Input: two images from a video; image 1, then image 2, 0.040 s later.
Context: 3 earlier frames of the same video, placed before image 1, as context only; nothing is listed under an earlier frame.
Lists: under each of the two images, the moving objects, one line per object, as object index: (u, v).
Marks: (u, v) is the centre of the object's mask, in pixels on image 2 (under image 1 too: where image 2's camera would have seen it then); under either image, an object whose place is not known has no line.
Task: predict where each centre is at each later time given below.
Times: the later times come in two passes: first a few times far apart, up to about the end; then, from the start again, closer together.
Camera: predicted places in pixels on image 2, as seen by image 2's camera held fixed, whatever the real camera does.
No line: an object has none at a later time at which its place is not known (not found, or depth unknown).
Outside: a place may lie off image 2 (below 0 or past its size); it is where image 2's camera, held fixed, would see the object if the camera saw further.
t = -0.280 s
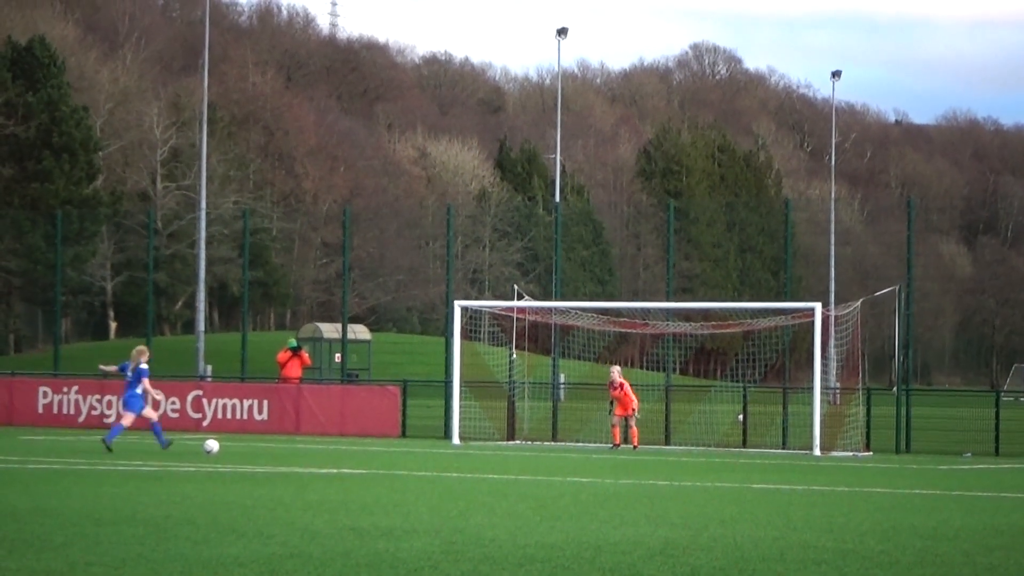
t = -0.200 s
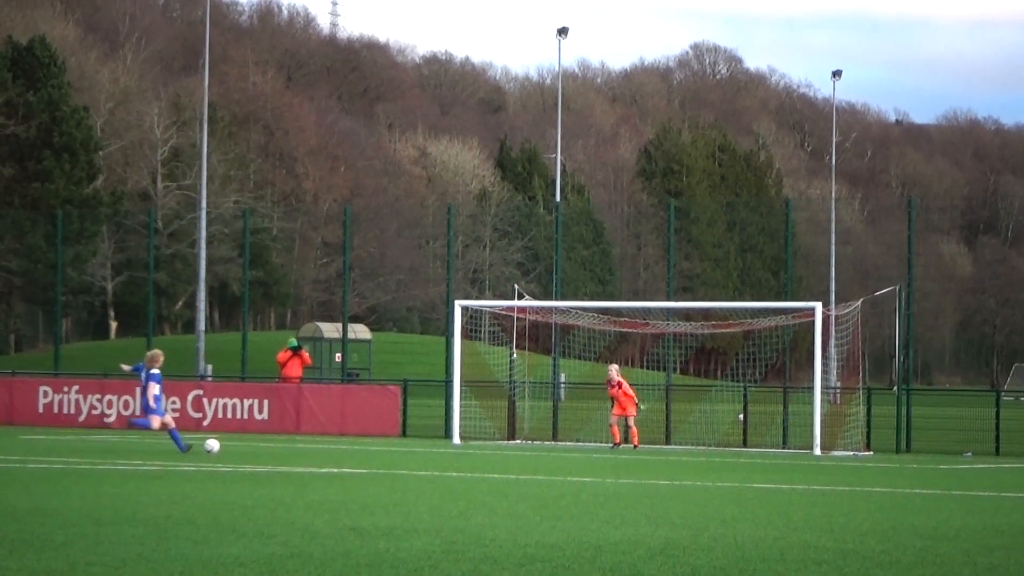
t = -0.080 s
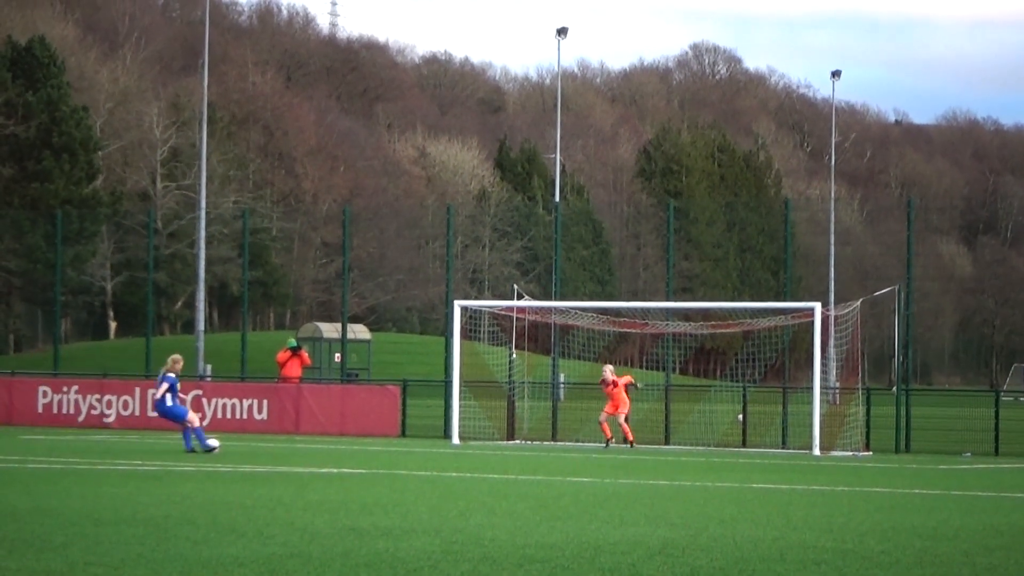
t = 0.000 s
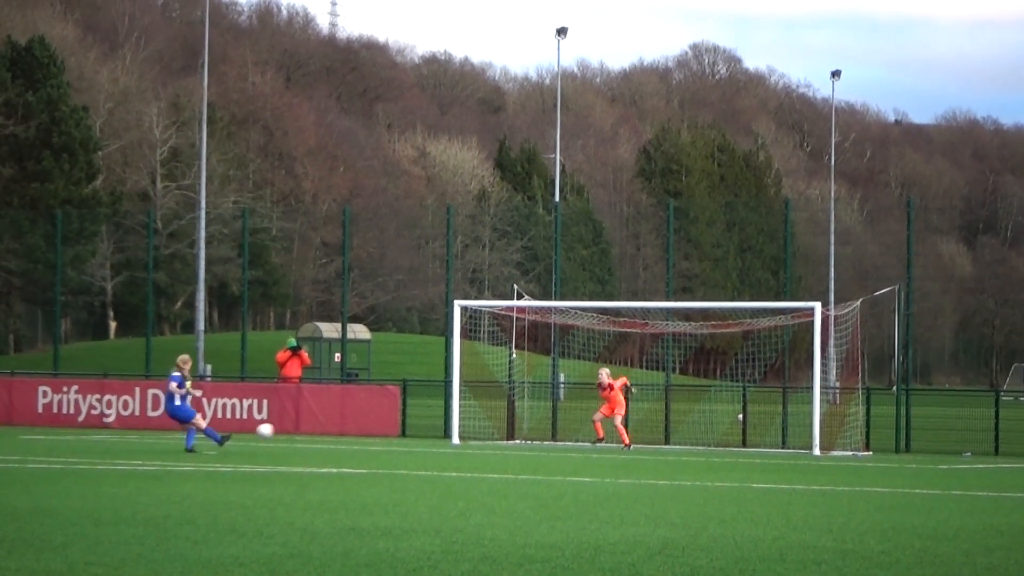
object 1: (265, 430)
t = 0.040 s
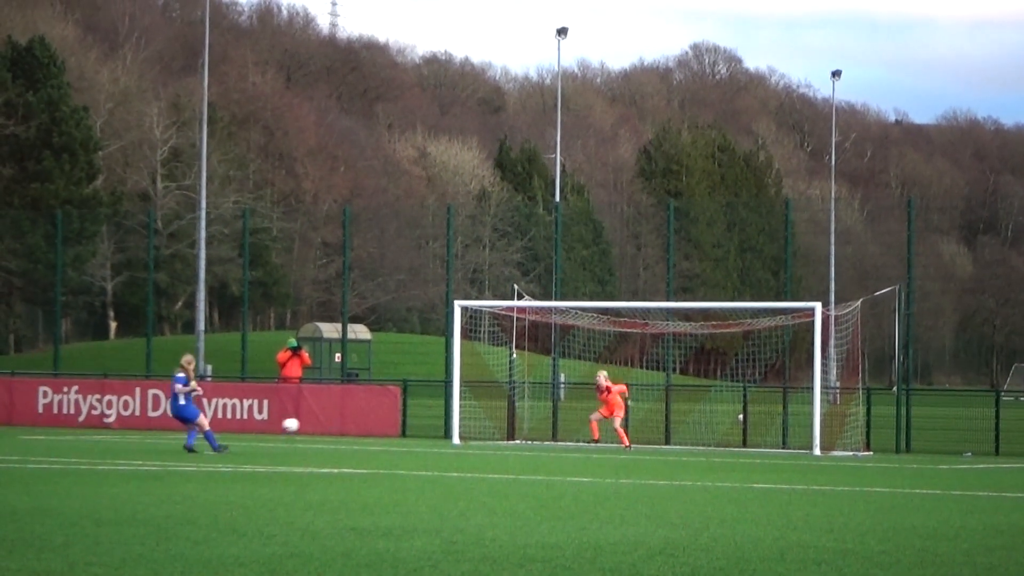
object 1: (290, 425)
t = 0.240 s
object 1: (397, 419)
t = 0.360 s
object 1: (449, 429)
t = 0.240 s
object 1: (397, 419)
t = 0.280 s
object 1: (416, 421)
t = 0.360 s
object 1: (449, 429)
